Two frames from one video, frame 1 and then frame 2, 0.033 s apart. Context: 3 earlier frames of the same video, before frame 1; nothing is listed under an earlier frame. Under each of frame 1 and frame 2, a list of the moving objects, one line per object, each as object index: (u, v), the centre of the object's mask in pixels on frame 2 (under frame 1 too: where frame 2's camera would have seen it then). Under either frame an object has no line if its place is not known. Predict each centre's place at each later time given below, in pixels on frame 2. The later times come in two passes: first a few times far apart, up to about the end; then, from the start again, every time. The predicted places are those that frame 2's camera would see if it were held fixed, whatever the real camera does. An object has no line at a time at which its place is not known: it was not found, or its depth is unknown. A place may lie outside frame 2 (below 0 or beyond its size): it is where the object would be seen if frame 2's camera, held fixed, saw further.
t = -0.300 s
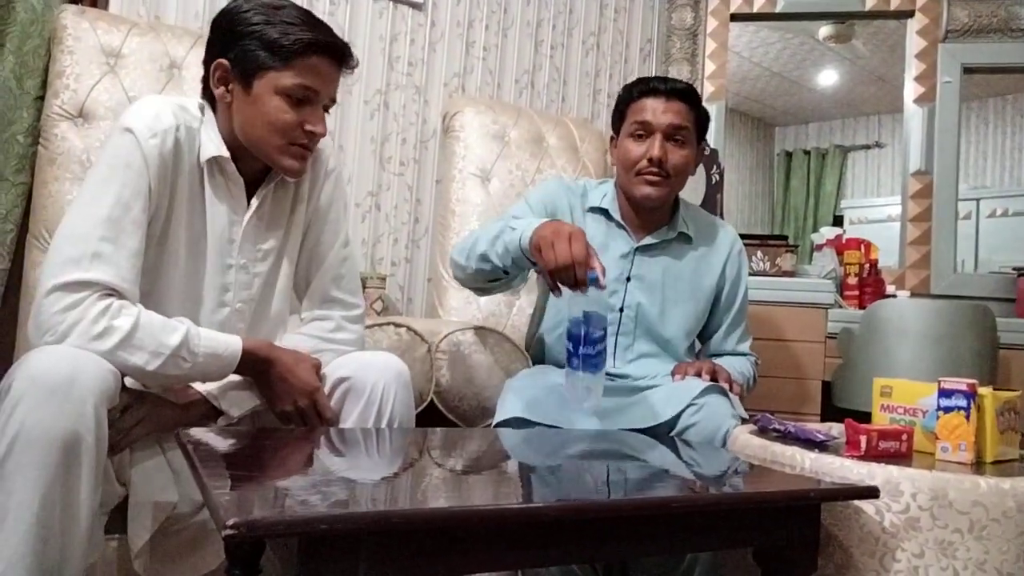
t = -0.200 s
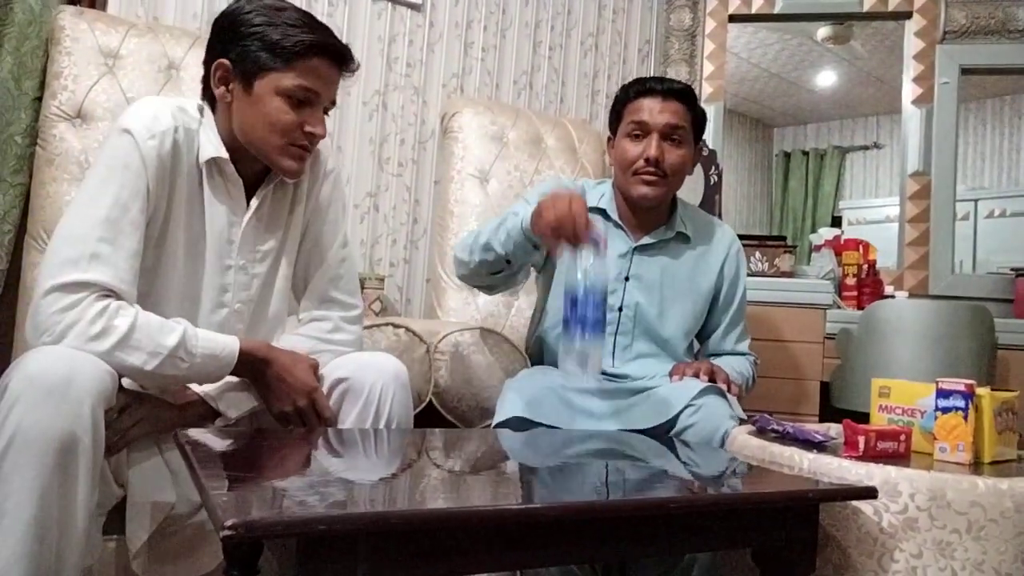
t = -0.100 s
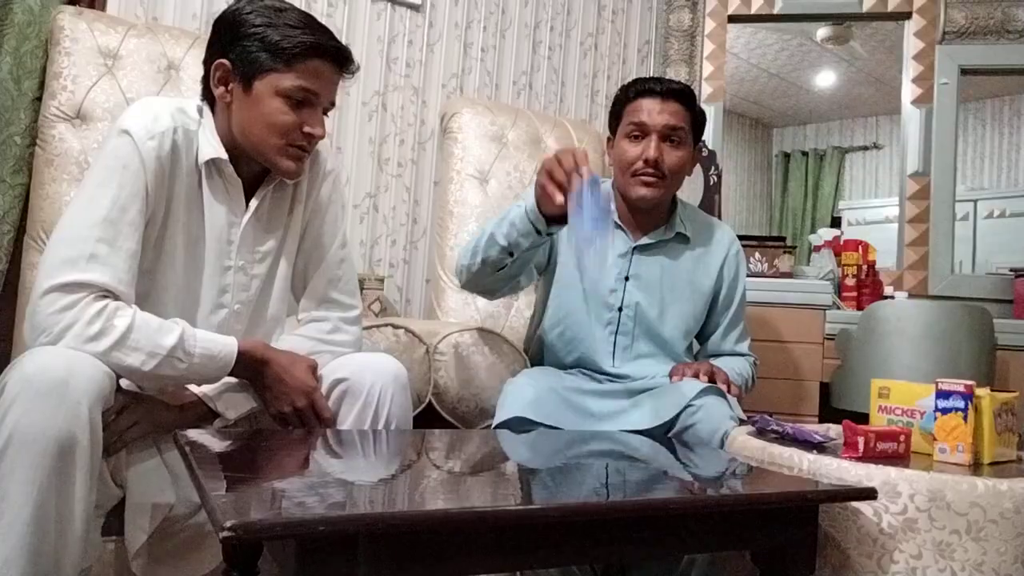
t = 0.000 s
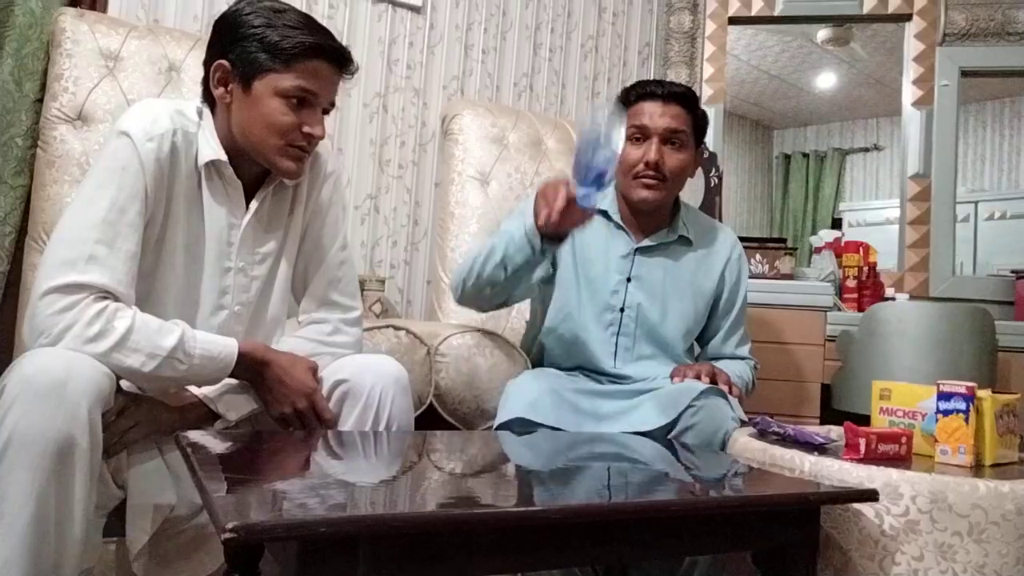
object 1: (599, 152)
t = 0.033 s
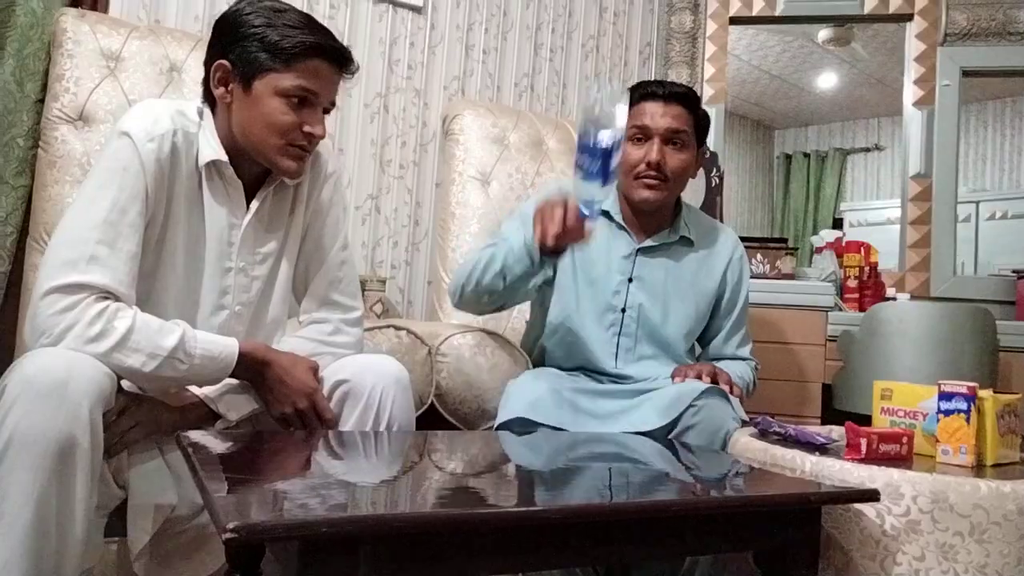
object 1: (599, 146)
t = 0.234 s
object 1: (613, 178)
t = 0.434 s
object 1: (594, 383)
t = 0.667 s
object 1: (578, 445)
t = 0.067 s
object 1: (601, 142)
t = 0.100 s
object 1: (604, 142)
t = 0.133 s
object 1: (607, 147)
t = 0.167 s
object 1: (609, 154)
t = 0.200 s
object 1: (611, 161)
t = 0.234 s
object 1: (613, 178)
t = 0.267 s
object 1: (614, 201)
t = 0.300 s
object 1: (611, 242)
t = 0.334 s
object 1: (606, 287)
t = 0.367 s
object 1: (598, 350)
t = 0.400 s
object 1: (594, 381)
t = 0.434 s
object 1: (594, 383)
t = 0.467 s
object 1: (592, 383)
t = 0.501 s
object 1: (591, 386)
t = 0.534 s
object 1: (589, 390)
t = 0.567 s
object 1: (587, 397)
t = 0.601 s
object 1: (585, 402)
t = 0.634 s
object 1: (583, 424)
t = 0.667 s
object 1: (578, 445)
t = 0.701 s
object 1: (575, 447)
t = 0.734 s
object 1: (573, 448)
